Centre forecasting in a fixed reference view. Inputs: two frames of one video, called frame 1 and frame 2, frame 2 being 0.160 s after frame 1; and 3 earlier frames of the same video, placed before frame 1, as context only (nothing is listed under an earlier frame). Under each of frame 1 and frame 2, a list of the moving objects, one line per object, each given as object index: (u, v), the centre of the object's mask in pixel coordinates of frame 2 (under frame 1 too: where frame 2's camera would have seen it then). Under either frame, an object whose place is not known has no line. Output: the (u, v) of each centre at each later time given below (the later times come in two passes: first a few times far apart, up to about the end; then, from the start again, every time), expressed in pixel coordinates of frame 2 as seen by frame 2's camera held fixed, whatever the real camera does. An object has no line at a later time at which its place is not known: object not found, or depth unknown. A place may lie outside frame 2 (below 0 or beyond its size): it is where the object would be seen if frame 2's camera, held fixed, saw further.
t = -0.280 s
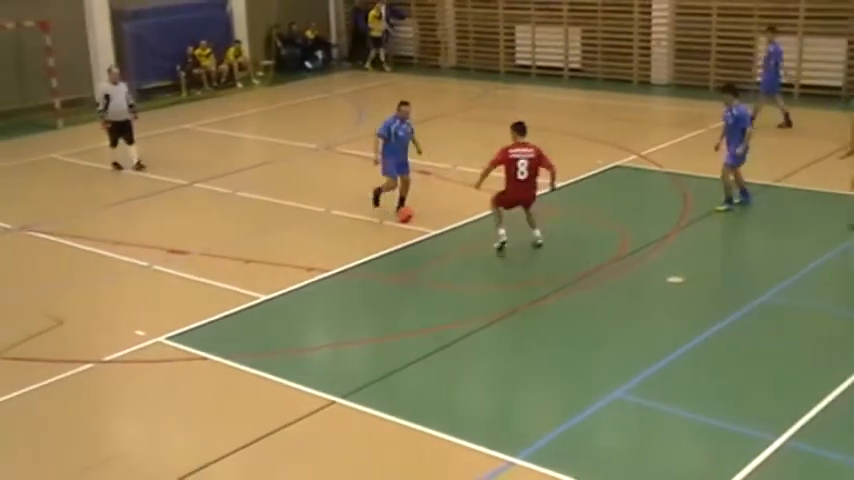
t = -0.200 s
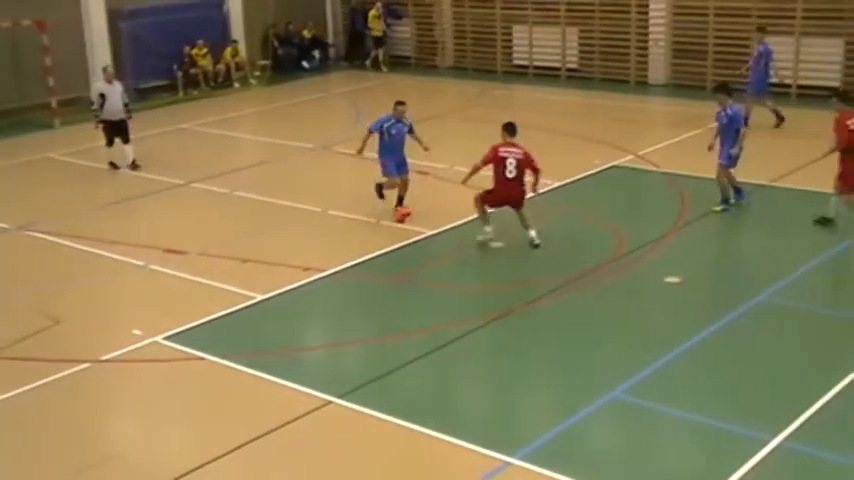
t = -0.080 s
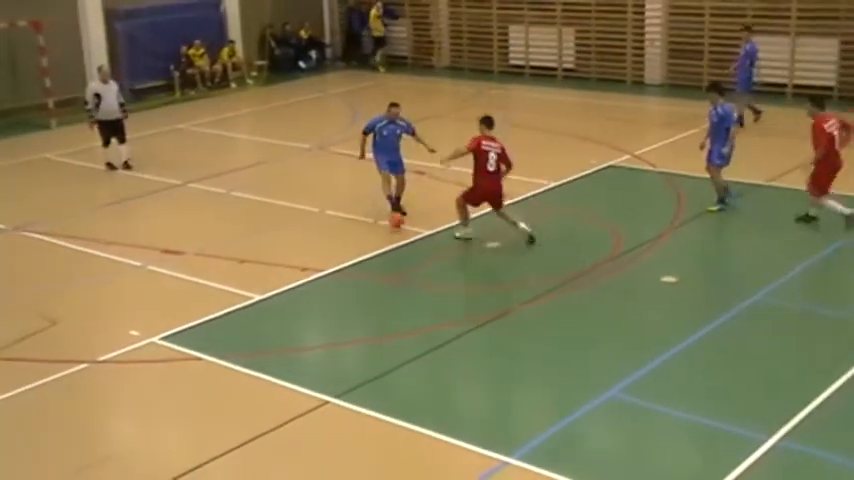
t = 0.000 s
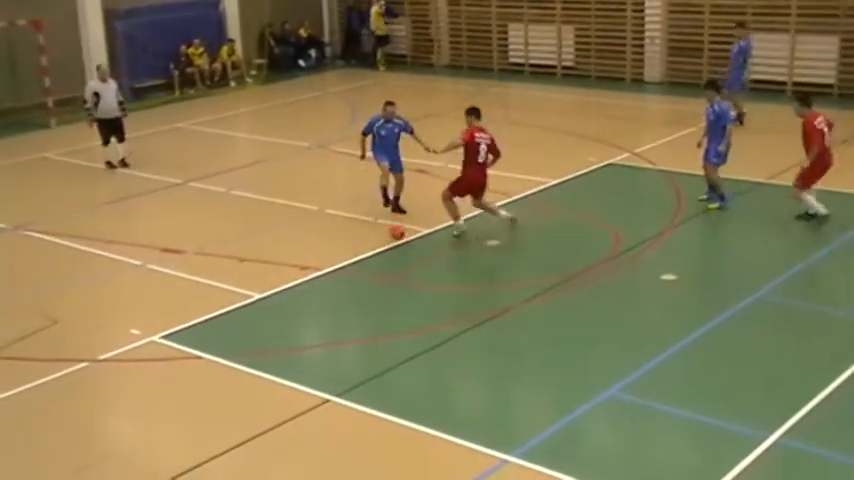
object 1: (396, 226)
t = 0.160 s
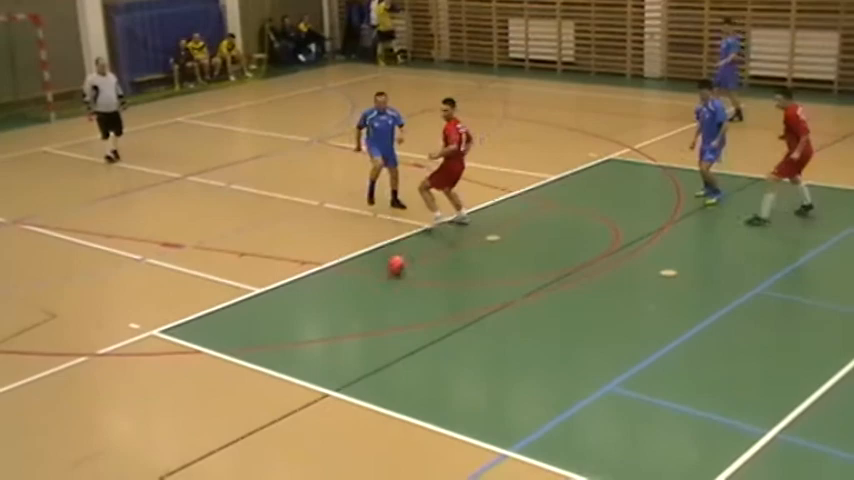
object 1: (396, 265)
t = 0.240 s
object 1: (395, 281)
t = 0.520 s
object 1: (387, 348)
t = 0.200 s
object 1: (394, 273)
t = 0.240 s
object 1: (395, 281)
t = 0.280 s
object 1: (395, 291)
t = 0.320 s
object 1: (394, 300)
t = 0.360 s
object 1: (392, 310)
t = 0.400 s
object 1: (392, 320)
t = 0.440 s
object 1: (391, 329)
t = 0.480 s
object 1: (389, 339)
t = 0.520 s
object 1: (387, 348)
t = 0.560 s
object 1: (387, 358)
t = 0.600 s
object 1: (385, 367)
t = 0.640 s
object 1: (383, 377)
